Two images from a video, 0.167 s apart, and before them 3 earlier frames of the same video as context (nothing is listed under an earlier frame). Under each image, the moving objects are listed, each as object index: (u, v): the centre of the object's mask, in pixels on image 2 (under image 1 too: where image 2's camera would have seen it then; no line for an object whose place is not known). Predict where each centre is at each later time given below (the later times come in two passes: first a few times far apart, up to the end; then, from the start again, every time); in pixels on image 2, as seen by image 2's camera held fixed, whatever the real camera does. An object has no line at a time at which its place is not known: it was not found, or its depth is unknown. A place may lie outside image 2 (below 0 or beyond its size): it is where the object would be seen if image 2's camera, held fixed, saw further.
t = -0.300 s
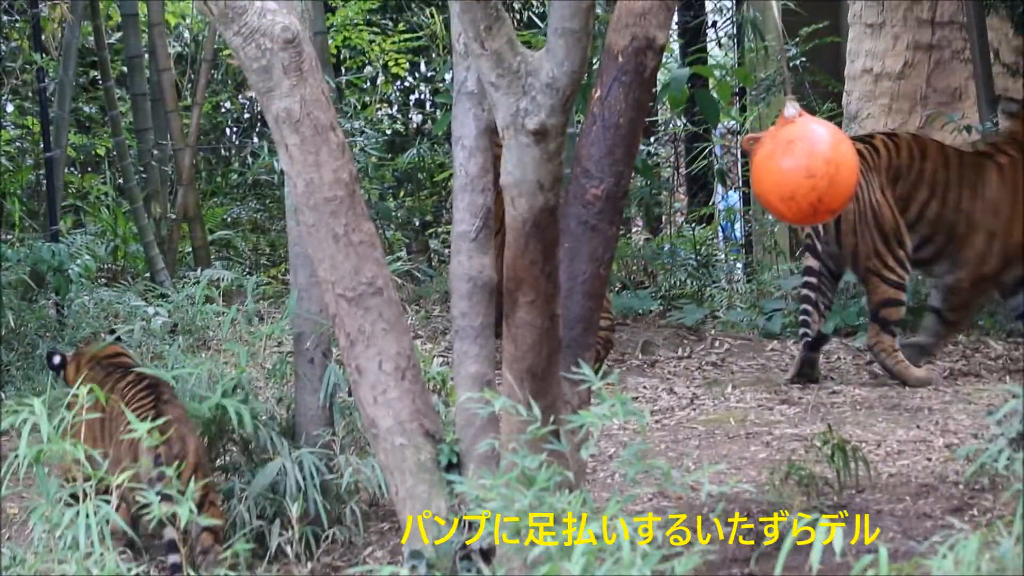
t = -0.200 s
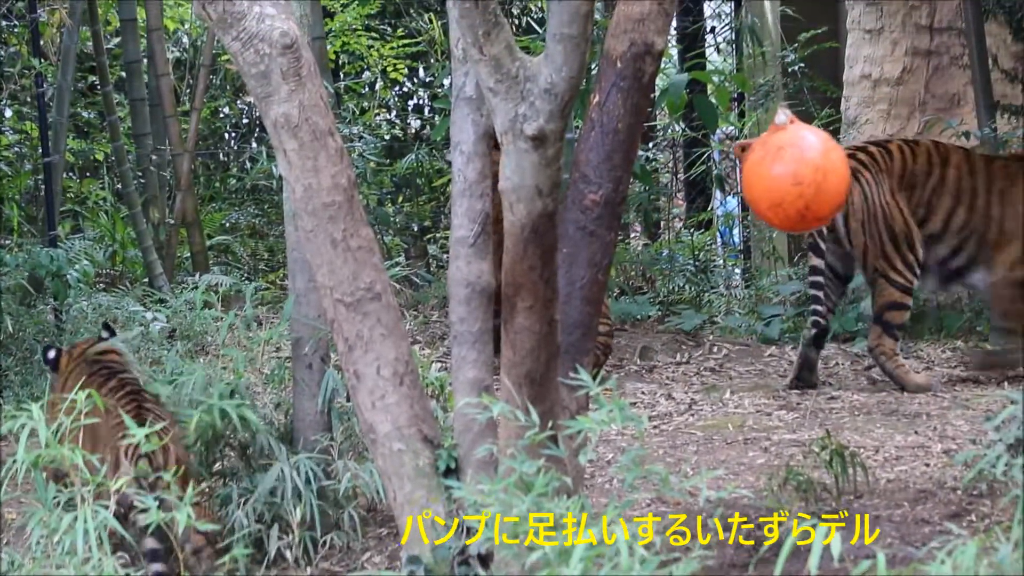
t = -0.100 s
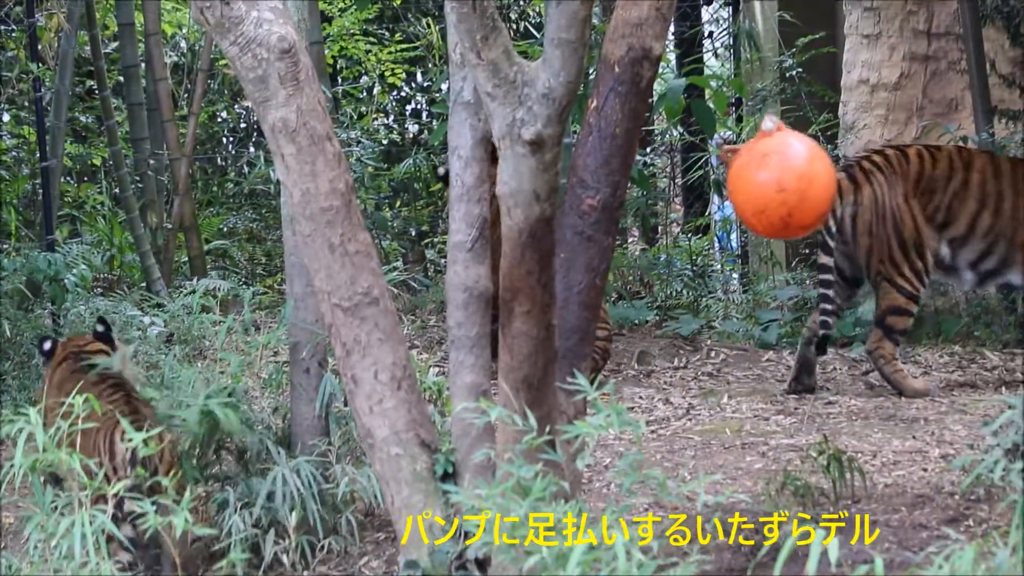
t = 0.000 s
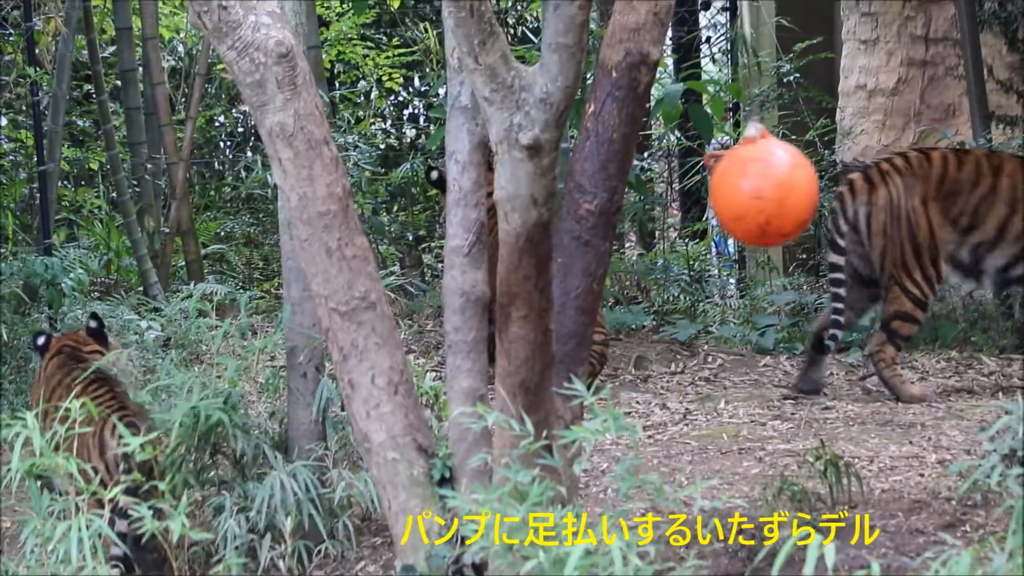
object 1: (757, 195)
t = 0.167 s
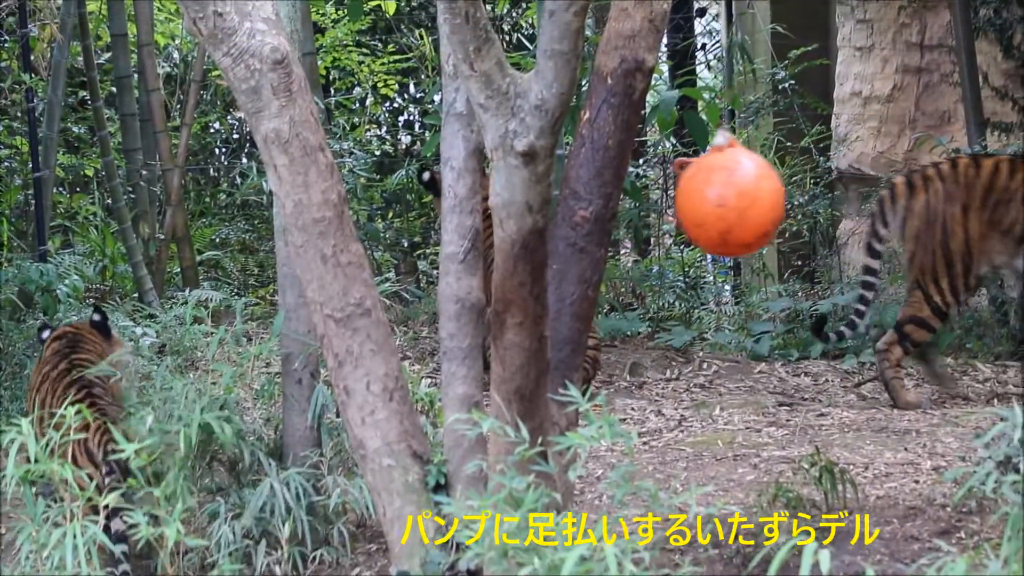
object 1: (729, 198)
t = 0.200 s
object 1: (723, 198)
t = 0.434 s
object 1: (685, 199)
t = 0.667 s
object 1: (667, 199)
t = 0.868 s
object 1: (667, 198)
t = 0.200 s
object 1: (723, 198)
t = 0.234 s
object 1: (716, 198)
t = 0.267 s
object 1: (711, 199)
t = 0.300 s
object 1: (705, 199)
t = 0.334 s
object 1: (700, 199)
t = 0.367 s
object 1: (695, 199)
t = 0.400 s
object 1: (689, 199)
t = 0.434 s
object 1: (685, 199)
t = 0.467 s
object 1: (680, 198)
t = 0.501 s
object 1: (677, 198)
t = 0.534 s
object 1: (673, 198)
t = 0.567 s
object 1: (672, 198)
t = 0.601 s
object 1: (670, 198)
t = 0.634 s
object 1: (668, 199)
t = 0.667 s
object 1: (667, 199)
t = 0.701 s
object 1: (666, 198)
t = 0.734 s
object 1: (666, 198)
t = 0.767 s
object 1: (666, 198)
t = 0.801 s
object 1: (666, 198)
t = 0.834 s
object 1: (666, 198)
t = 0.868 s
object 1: (667, 198)
